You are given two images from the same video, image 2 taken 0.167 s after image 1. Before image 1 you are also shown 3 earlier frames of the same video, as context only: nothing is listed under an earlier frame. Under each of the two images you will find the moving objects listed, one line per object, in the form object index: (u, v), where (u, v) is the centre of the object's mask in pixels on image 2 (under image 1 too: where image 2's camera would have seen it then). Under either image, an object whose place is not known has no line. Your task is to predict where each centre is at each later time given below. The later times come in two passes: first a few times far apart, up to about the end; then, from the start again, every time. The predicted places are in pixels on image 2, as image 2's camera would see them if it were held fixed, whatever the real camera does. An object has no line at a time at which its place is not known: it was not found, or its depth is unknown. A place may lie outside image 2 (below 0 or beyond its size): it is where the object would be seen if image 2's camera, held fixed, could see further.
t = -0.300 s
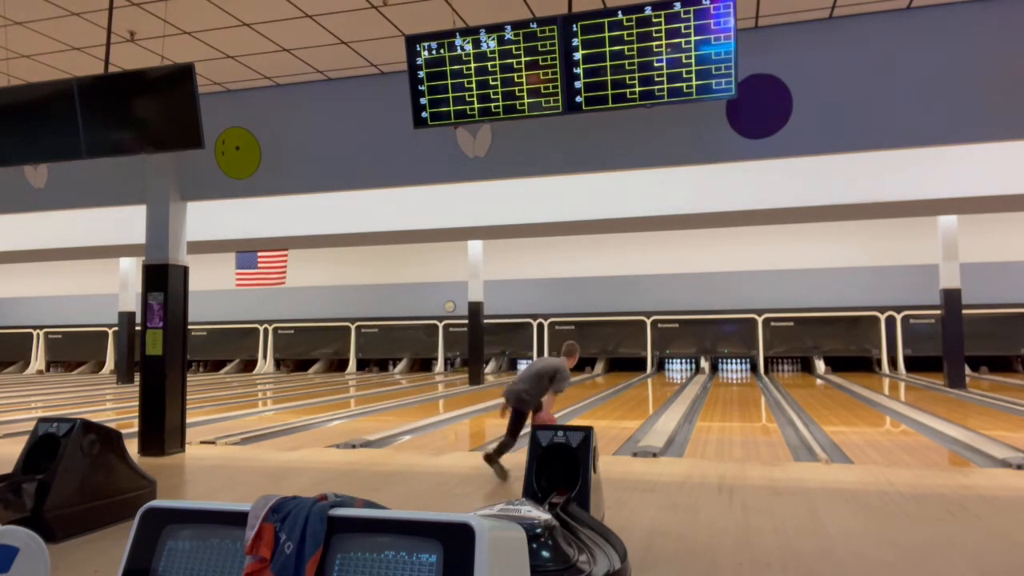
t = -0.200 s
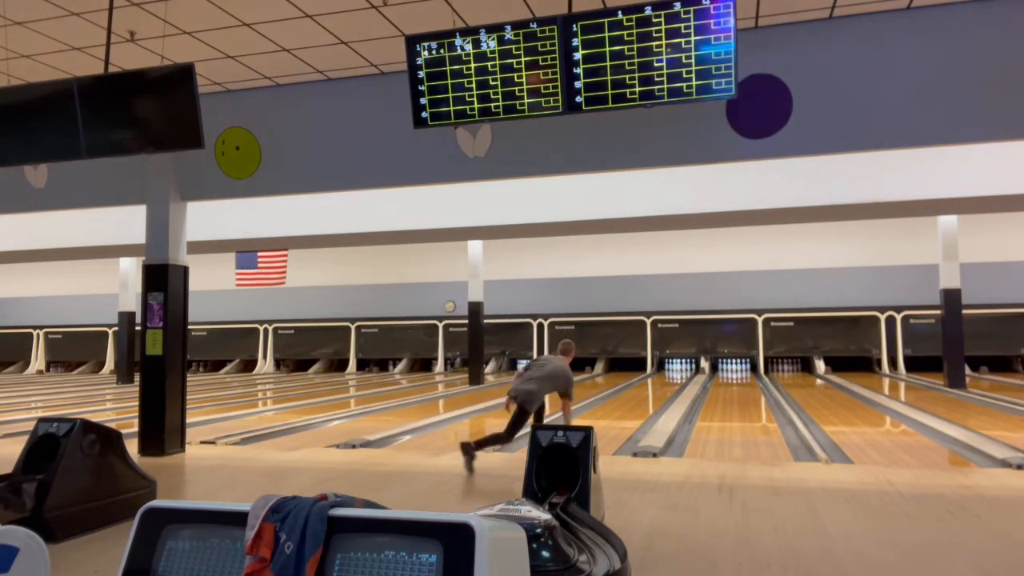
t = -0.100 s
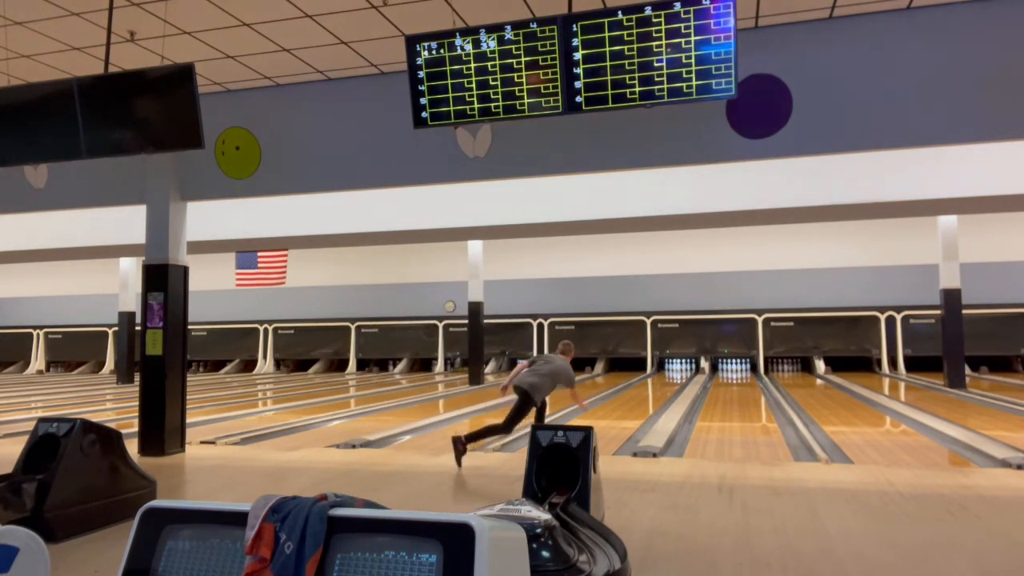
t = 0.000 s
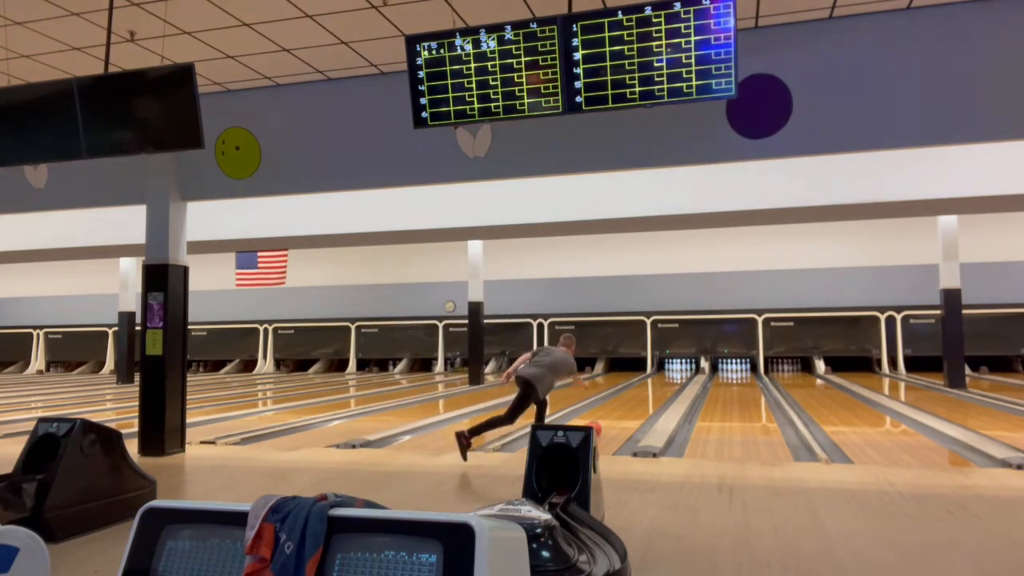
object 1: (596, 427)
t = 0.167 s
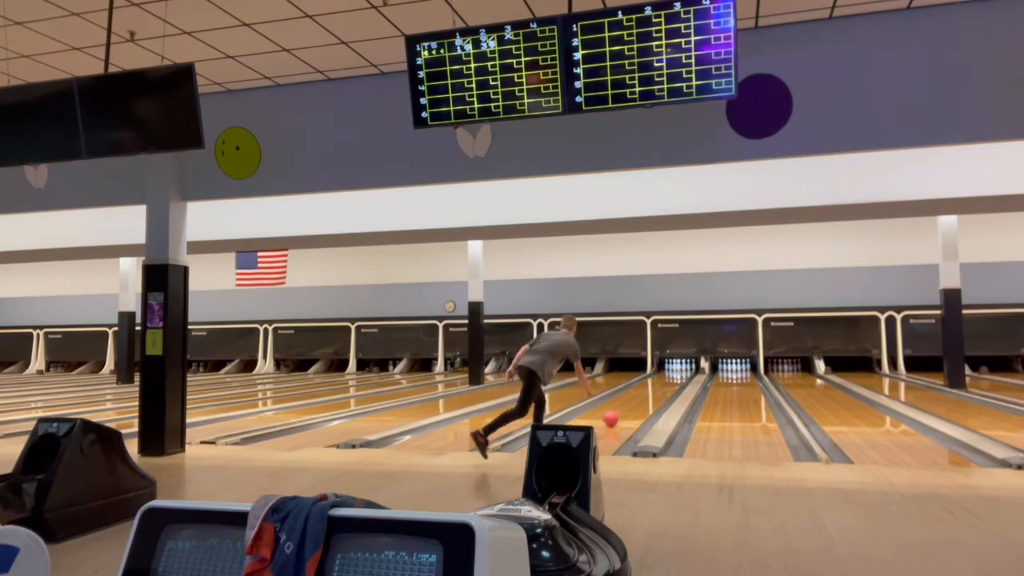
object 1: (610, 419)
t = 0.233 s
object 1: (616, 415)
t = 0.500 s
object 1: (635, 403)
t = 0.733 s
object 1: (647, 395)
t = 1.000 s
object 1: (659, 388)
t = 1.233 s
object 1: (665, 384)
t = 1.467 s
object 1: (672, 379)
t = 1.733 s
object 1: (677, 375)
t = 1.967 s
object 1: (679, 373)
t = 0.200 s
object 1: (613, 417)
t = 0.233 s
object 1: (616, 415)
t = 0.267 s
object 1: (620, 413)
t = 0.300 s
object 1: (622, 411)
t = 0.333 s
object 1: (624, 409)
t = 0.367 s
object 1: (627, 408)
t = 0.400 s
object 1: (629, 407)
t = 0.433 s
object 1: (632, 405)
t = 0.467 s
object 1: (634, 404)
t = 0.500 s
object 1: (635, 403)
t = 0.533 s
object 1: (637, 402)
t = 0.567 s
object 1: (639, 400)
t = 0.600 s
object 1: (640, 400)
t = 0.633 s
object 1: (643, 398)
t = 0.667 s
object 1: (644, 397)
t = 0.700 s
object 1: (646, 396)
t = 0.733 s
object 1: (647, 395)
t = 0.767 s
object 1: (650, 394)
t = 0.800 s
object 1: (651, 393)
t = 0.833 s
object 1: (652, 392)
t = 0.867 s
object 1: (653, 391)
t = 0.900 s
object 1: (655, 390)
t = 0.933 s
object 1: (656, 389)
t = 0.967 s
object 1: (657, 389)
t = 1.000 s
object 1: (659, 388)
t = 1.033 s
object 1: (660, 387)
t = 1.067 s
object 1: (661, 386)
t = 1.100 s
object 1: (662, 386)
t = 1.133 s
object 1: (662, 385)
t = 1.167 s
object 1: (663, 385)
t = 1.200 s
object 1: (664, 384)
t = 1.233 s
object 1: (665, 384)
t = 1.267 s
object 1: (667, 383)
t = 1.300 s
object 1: (668, 382)
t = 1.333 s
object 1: (669, 381)
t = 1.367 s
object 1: (669, 381)
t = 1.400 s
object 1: (670, 381)
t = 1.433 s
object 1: (671, 380)
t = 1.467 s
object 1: (672, 379)
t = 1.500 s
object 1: (672, 378)
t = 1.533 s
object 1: (673, 378)
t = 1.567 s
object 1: (673, 377)
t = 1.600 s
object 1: (674, 376)
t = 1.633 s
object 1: (675, 376)
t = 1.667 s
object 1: (676, 375)
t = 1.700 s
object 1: (676, 375)
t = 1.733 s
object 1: (677, 375)
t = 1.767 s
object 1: (677, 374)
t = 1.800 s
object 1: (677, 374)
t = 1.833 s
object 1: (678, 374)
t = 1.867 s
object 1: (678, 374)
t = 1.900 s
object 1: (678, 374)
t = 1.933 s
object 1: (679, 374)
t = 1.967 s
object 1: (679, 373)
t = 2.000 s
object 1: (679, 372)
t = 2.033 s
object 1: (680, 372)
